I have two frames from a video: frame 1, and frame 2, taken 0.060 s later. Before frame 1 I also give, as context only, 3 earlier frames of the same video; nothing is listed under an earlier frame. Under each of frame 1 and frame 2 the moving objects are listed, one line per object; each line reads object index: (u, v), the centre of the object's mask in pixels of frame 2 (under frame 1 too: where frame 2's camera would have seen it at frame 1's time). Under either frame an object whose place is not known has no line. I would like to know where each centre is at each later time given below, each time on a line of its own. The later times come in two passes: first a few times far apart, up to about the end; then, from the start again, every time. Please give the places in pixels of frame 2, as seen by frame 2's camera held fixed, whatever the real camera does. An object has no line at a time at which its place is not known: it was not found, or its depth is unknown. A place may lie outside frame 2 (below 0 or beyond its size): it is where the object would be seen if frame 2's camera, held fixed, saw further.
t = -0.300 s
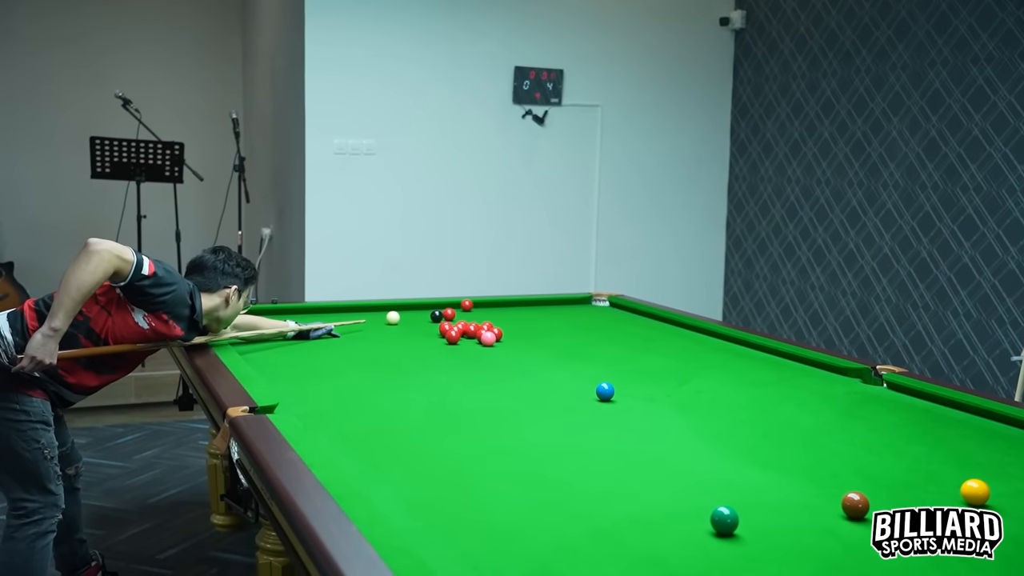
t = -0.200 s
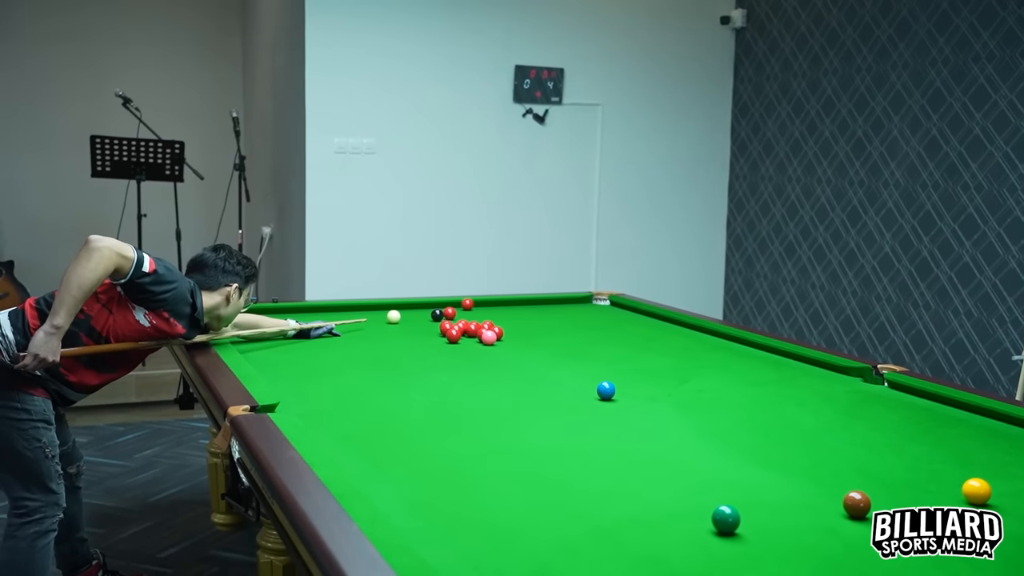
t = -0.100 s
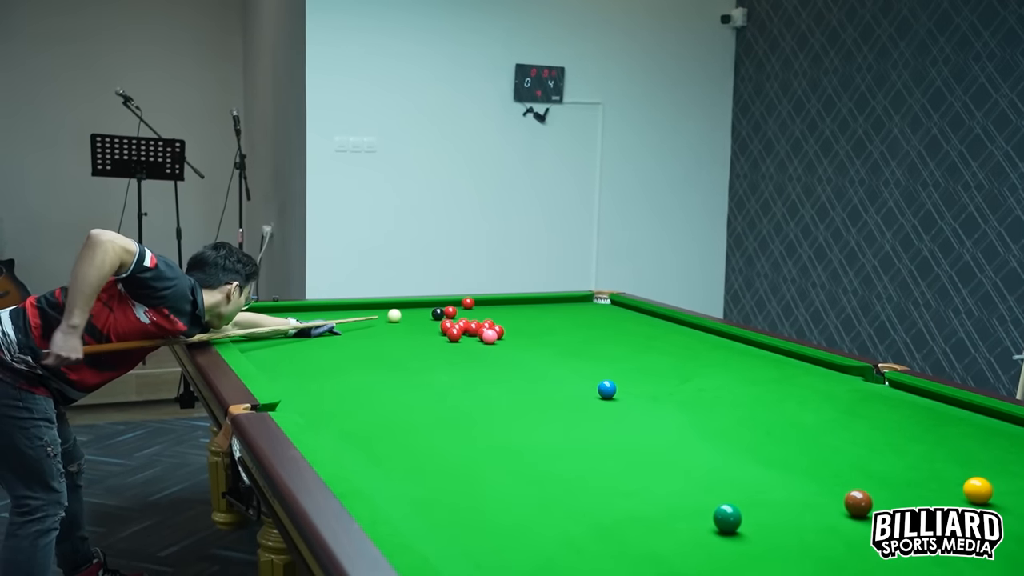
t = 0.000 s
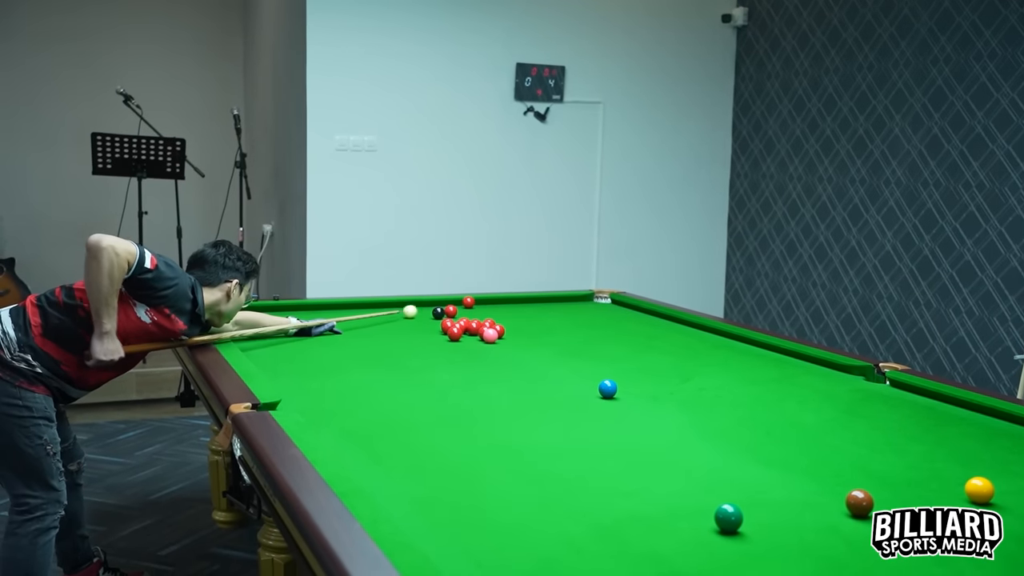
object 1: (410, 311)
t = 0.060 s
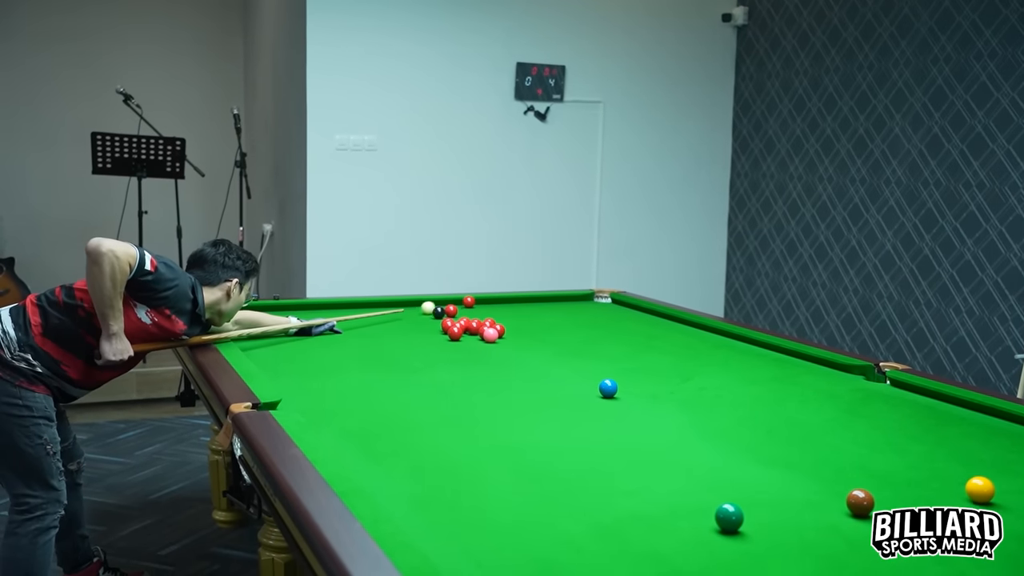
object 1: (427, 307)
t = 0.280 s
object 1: (455, 301)
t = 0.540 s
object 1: (476, 306)
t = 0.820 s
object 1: (499, 310)
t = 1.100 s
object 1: (522, 315)
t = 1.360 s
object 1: (543, 318)
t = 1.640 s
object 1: (564, 322)
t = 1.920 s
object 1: (585, 325)
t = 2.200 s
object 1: (604, 329)
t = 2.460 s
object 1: (620, 331)
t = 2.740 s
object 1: (634, 334)
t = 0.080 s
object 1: (432, 306)
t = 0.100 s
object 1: (438, 304)
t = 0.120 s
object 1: (443, 303)
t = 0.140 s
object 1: (448, 302)
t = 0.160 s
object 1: (454, 302)
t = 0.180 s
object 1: (458, 302)
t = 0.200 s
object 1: (456, 301)
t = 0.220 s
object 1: (455, 300)
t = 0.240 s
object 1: (454, 300)
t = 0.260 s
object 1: (454, 300)
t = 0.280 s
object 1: (455, 301)
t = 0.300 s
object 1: (457, 301)
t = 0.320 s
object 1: (458, 302)
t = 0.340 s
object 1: (459, 302)
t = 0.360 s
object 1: (461, 303)
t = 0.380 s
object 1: (462, 303)
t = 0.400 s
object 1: (464, 304)
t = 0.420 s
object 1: (465, 304)
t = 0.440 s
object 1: (467, 304)
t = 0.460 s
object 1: (469, 305)
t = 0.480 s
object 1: (470, 305)
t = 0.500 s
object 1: (472, 305)
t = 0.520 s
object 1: (474, 305)
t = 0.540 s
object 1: (476, 306)
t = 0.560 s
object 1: (477, 306)
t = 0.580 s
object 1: (479, 306)
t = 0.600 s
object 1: (481, 307)
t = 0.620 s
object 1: (482, 307)
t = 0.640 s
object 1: (484, 307)
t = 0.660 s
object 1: (486, 308)
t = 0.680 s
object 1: (487, 308)
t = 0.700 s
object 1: (489, 308)
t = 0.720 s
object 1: (491, 309)
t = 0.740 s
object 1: (492, 309)
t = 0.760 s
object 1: (494, 309)
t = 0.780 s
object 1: (496, 310)
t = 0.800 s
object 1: (497, 310)
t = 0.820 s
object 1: (499, 310)
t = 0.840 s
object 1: (501, 310)
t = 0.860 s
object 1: (502, 311)
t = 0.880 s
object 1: (504, 311)
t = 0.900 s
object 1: (506, 311)
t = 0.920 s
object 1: (507, 312)
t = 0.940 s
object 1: (509, 312)
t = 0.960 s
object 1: (511, 312)
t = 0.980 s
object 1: (512, 313)
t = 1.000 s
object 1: (514, 313)
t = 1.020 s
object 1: (516, 313)
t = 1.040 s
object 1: (517, 314)
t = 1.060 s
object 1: (519, 314)
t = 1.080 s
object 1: (520, 314)
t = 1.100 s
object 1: (522, 315)
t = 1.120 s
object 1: (524, 315)
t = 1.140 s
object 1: (525, 315)
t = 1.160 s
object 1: (527, 315)
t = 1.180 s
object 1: (528, 316)
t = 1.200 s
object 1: (530, 316)
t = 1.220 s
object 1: (532, 316)
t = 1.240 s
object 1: (533, 317)
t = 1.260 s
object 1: (535, 317)
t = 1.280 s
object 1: (537, 317)
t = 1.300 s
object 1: (538, 317)
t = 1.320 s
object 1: (540, 318)
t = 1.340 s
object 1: (541, 318)
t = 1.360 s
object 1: (543, 318)
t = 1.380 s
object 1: (544, 318)
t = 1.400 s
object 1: (546, 319)
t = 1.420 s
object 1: (548, 319)
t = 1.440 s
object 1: (549, 319)
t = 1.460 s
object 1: (551, 319)
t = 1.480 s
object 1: (552, 320)
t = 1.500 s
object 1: (554, 320)
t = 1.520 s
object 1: (555, 320)
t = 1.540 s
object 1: (557, 321)
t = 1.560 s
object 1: (558, 321)
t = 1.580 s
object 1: (560, 321)
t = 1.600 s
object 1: (561, 321)
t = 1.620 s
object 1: (563, 322)
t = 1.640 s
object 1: (564, 322)
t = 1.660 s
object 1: (566, 322)
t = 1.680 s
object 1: (567, 323)
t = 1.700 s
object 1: (569, 323)
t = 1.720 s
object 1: (570, 323)
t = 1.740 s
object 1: (572, 323)
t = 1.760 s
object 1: (573, 323)
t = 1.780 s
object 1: (574, 324)
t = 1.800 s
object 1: (576, 324)
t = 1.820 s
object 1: (577, 324)
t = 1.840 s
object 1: (579, 324)
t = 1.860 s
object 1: (580, 325)
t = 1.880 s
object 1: (582, 325)
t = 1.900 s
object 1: (583, 325)
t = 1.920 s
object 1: (585, 325)
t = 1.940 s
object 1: (586, 326)
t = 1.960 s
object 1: (587, 326)
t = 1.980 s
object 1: (589, 326)
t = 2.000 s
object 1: (590, 326)
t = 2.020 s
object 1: (591, 327)
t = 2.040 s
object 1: (593, 327)
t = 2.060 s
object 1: (594, 327)
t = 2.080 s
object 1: (596, 327)
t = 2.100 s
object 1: (597, 328)
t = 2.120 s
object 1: (598, 328)
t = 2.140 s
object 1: (600, 328)
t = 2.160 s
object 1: (601, 328)
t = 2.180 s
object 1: (602, 328)
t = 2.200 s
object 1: (604, 329)
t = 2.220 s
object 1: (605, 329)
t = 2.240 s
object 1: (606, 329)
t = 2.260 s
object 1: (608, 329)
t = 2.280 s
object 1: (609, 329)
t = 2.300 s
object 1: (610, 330)
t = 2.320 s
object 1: (611, 330)
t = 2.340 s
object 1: (612, 330)
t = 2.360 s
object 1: (614, 330)
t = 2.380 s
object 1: (615, 330)
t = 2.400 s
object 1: (616, 331)
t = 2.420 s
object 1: (617, 331)
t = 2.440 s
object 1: (619, 331)
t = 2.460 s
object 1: (620, 331)
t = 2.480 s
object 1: (621, 331)
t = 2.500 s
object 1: (622, 332)
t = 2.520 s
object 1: (623, 332)
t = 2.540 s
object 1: (624, 332)
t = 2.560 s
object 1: (625, 332)
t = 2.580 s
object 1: (626, 332)
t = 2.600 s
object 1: (627, 333)
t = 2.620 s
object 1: (628, 333)
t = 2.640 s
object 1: (629, 333)
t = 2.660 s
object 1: (630, 333)
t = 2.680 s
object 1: (631, 333)
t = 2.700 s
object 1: (632, 333)
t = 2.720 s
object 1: (633, 334)
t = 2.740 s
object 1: (634, 334)
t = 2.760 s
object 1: (635, 334)
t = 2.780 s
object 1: (636, 334)
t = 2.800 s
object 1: (637, 334)
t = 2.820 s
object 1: (638, 334)
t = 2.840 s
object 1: (639, 335)
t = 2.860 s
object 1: (640, 335)
